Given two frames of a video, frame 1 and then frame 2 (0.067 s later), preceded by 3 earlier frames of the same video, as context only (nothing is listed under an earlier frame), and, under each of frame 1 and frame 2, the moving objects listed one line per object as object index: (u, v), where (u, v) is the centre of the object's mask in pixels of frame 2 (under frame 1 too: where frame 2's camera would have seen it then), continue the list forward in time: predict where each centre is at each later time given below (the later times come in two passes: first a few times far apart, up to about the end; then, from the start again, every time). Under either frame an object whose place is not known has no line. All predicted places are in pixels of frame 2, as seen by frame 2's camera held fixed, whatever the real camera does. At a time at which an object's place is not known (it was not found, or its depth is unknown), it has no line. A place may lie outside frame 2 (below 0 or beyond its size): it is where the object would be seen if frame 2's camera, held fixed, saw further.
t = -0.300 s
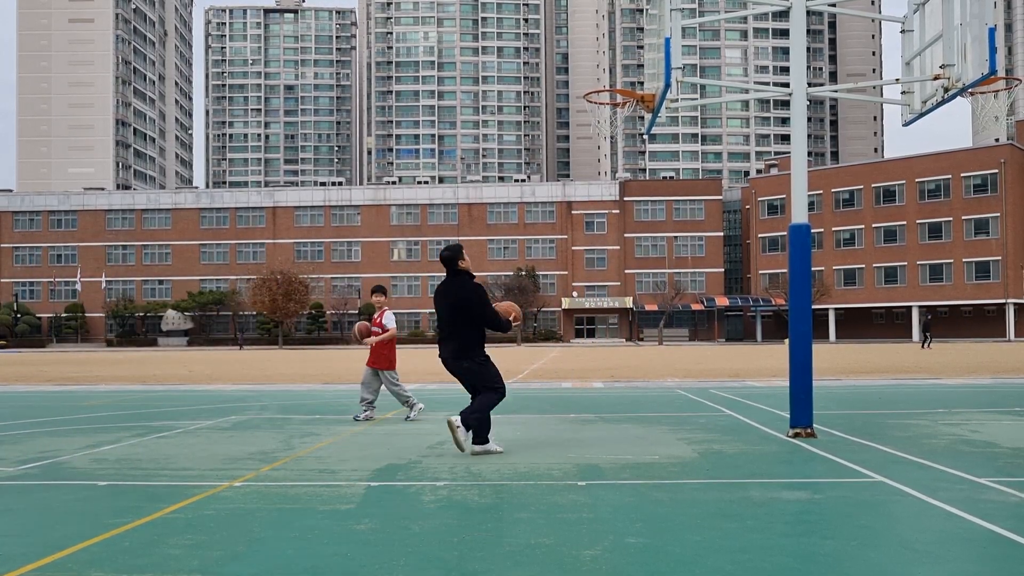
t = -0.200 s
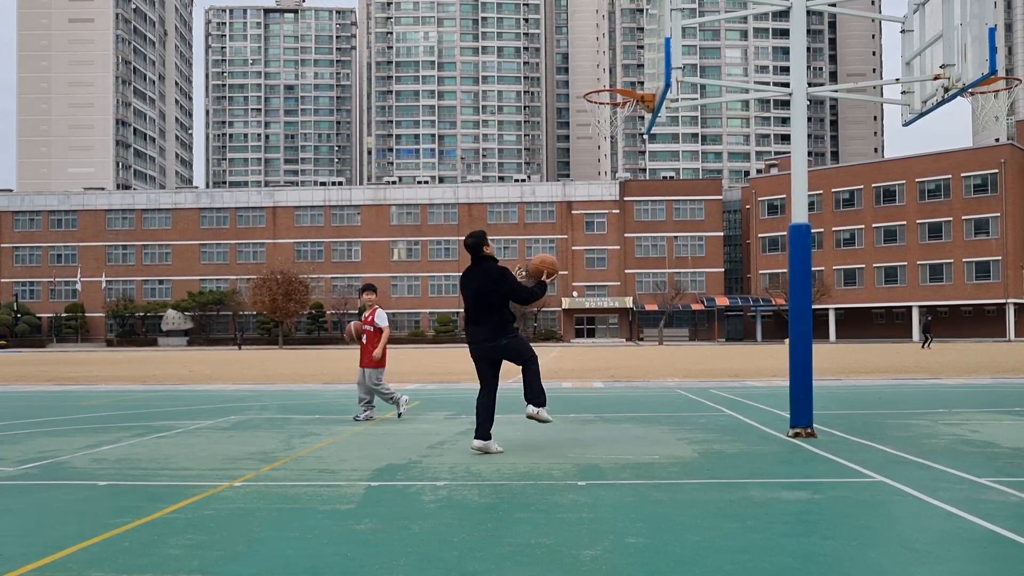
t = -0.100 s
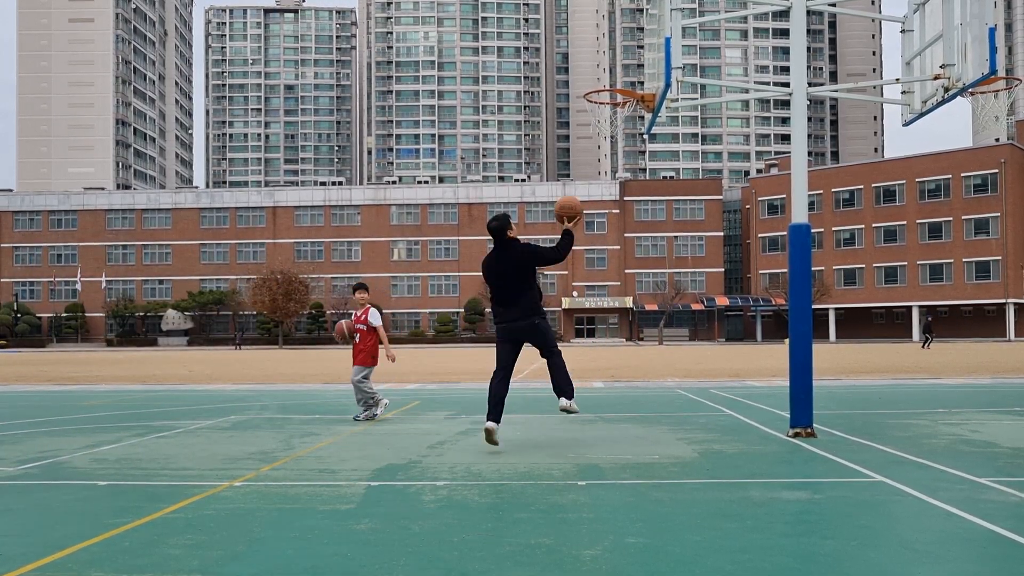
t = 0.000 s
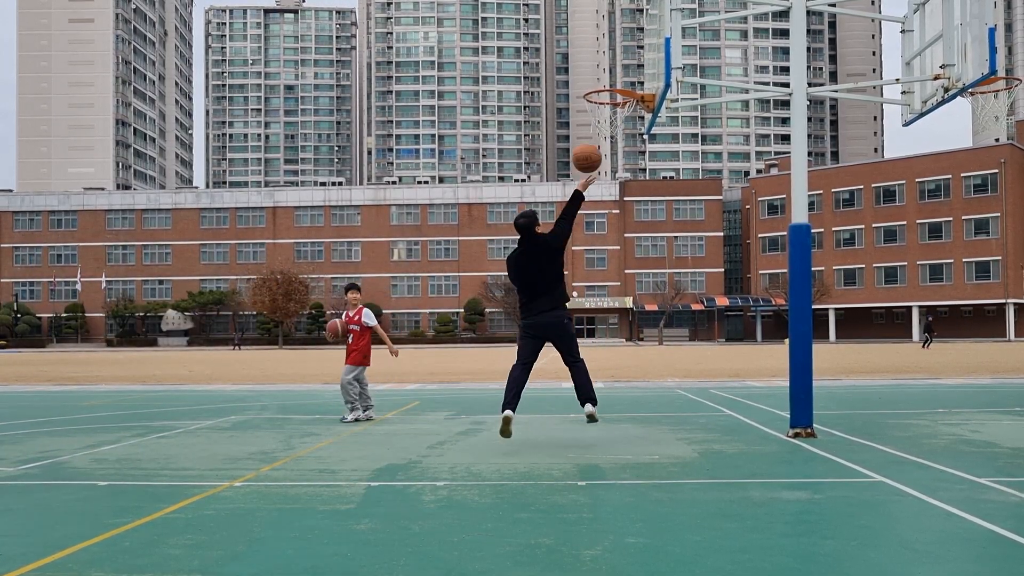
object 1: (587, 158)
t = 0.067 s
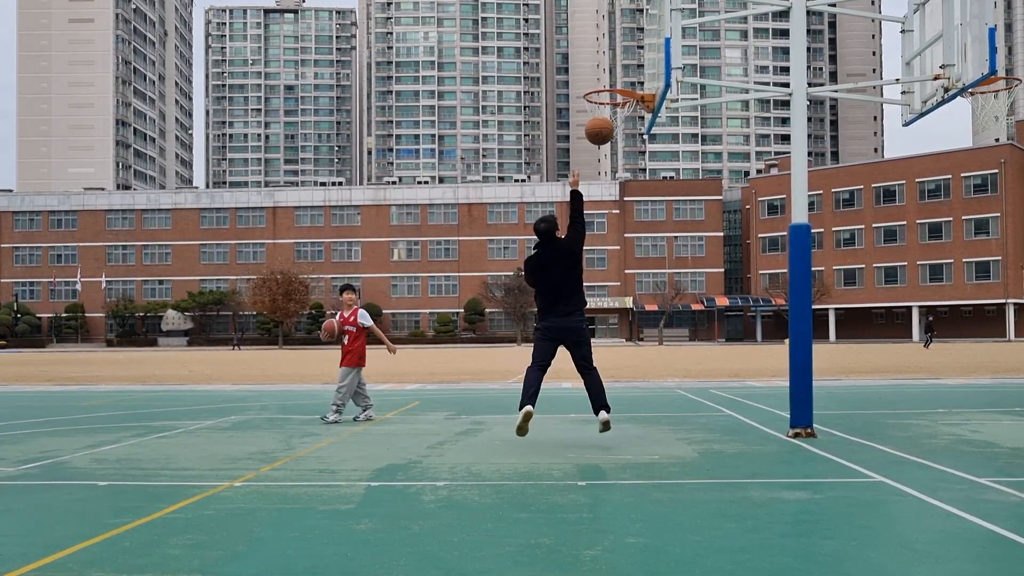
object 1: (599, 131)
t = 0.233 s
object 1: (628, 87)
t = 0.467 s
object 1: (631, 73)
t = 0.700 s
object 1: (624, 74)
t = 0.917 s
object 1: (619, 86)
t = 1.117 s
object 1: (616, 139)
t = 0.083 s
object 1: (602, 125)
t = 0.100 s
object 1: (605, 120)
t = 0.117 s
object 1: (608, 114)
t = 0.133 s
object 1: (611, 109)
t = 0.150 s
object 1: (614, 105)
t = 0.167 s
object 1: (617, 100)
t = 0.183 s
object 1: (619, 97)
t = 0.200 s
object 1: (623, 93)
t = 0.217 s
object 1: (626, 90)
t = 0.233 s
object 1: (628, 87)
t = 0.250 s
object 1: (631, 85)
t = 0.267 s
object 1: (634, 83)
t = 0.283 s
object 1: (637, 80)
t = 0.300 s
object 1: (640, 79)
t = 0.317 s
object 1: (643, 78)
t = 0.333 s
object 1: (641, 77)
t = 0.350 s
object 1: (638, 77)
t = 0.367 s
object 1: (635, 78)
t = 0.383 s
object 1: (634, 76)
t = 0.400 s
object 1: (634, 75)
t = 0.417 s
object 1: (633, 74)
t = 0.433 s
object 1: (632, 73)
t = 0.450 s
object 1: (632, 73)
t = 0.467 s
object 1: (631, 73)
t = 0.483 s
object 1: (631, 73)
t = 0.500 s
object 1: (630, 73)
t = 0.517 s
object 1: (629, 74)
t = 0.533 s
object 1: (628, 75)
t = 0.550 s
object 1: (628, 75)
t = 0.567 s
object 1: (627, 74)
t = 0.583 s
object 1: (627, 74)
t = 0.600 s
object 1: (626, 73)
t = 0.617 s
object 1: (626, 73)
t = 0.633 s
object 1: (625, 74)
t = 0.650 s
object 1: (625, 74)
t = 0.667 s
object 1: (624, 75)
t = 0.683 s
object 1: (624, 75)
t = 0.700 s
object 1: (624, 74)
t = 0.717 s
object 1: (623, 74)
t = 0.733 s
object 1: (623, 74)
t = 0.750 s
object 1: (623, 74)
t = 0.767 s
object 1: (623, 74)
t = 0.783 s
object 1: (622, 74)
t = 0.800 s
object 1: (622, 75)
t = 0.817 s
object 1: (622, 76)
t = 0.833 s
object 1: (621, 78)
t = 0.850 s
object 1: (621, 79)
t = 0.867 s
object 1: (621, 80)
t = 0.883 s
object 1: (620, 82)
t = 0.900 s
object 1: (620, 84)
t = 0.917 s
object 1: (619, 86)
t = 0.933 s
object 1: (619, 89)
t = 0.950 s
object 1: (619, 91)
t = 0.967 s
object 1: (619, 95)
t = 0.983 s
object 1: (618, 98)
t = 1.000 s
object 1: (618, 102)
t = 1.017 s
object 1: (618, 107)
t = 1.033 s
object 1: (617, 111)
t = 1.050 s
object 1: (617, 116)
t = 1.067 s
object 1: (617, 121)
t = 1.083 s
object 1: (617, 127)
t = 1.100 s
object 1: (616, 132)
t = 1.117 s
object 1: (616, 139)
